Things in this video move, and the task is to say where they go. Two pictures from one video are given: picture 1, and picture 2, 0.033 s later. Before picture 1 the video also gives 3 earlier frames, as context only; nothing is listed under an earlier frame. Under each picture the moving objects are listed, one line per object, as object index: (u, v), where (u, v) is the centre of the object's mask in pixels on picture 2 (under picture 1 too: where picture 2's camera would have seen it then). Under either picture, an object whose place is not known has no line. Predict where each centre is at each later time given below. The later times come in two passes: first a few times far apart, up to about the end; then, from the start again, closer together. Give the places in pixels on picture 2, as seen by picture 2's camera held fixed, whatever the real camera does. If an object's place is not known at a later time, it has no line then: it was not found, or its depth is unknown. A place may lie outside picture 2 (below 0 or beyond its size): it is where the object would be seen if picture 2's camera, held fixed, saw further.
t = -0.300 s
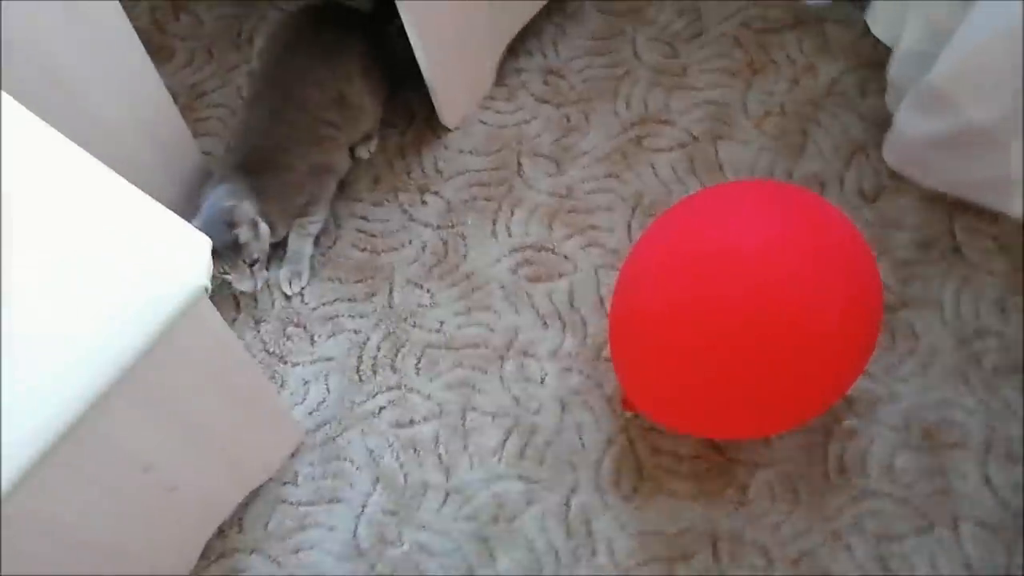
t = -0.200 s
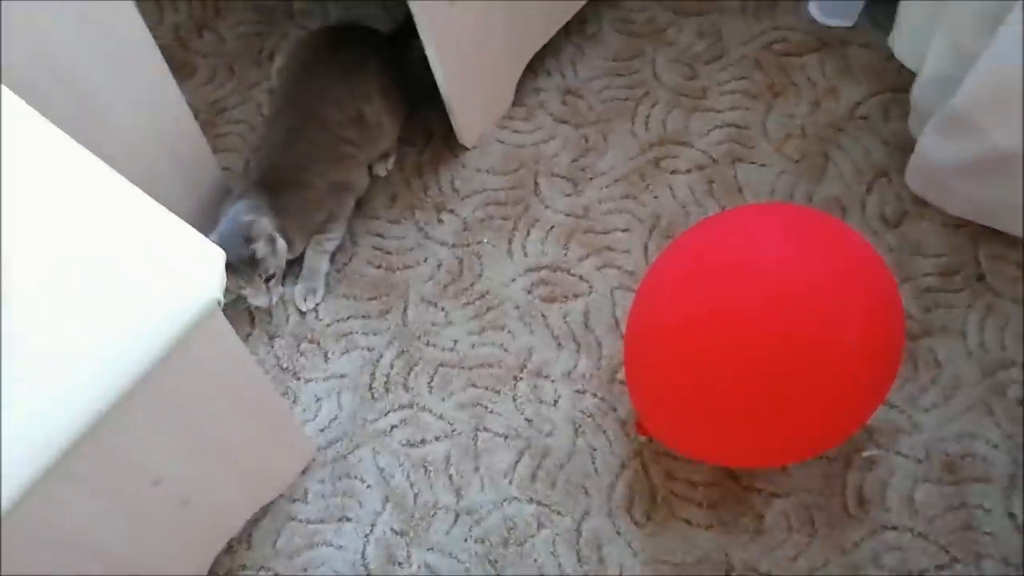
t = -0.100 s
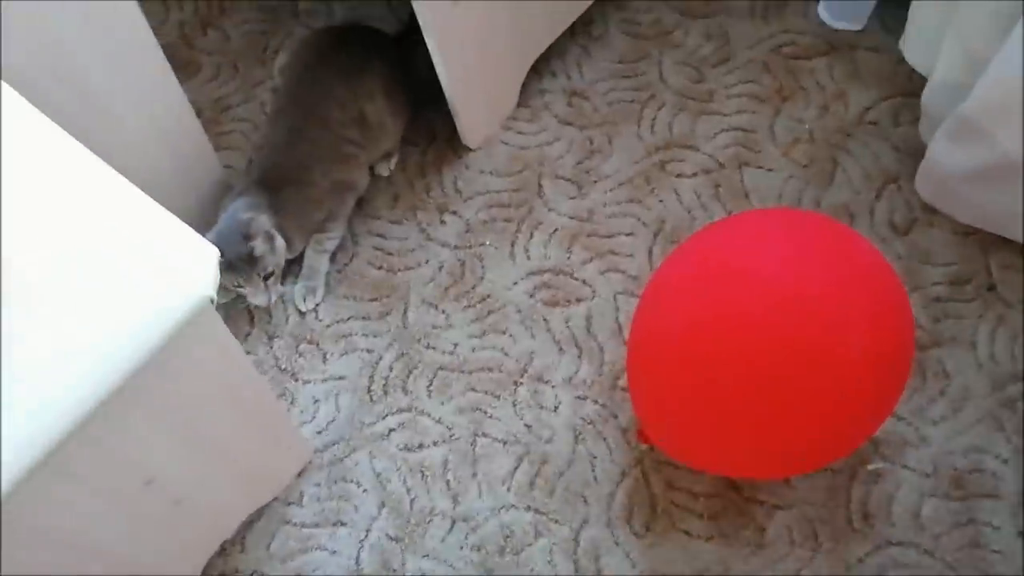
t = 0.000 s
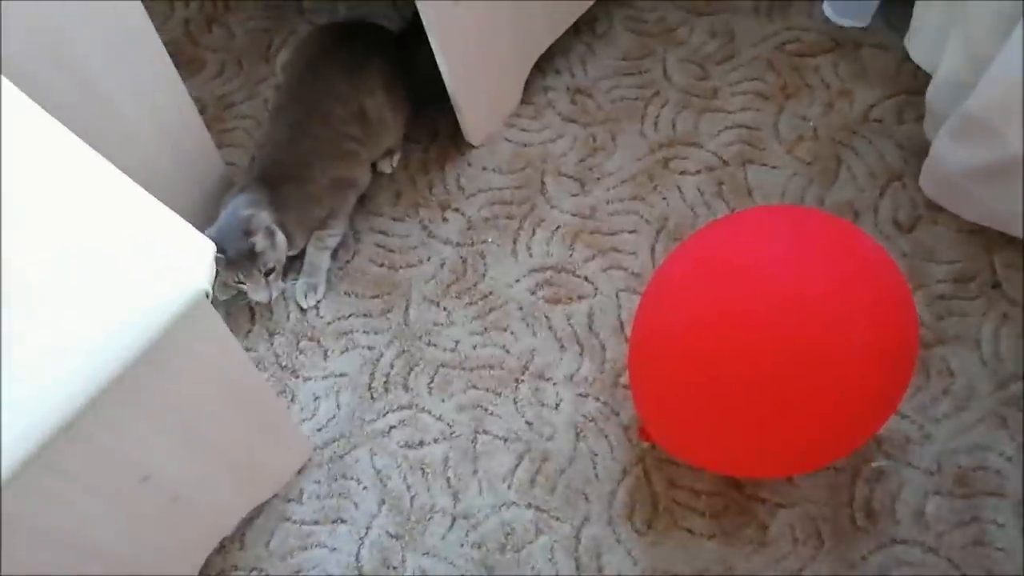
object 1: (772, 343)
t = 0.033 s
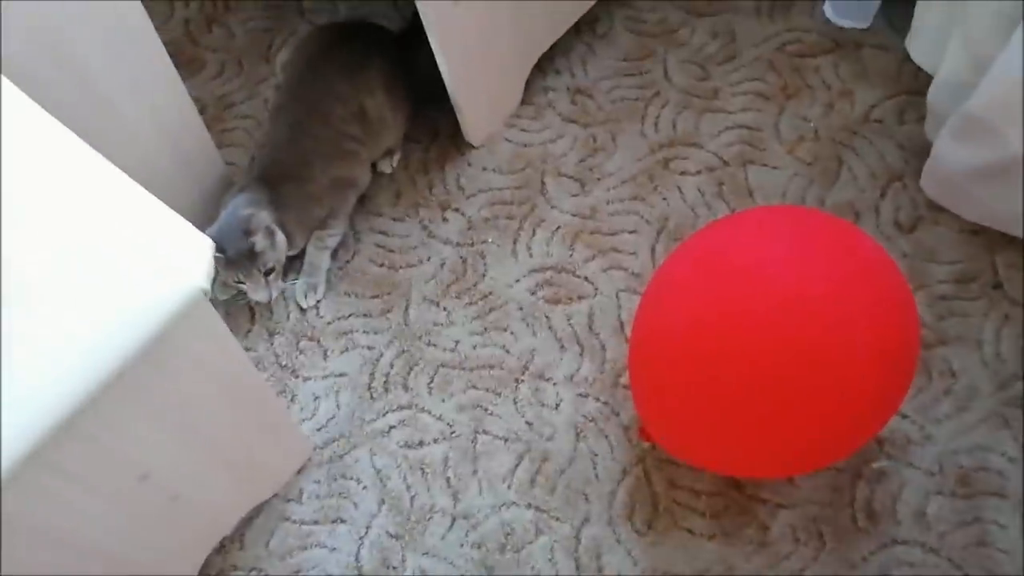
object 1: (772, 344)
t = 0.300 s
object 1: (775, 349)
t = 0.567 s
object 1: (781, 358)
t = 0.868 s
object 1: (789, 367)
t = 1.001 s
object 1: (791, 369)
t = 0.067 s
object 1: (772, 345)
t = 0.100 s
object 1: (773, 346)
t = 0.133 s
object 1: (773, 347)
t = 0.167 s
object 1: (774, 347)
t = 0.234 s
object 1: (774, 346)
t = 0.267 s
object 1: (775, 347)
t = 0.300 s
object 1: (775, 349)
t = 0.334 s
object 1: (776, 350)
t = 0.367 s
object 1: (777, 351)
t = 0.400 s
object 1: (778, 351)
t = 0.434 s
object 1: (778, 353)
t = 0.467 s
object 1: (780, 356)
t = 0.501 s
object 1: (780, 357)
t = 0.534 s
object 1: (781, 357)
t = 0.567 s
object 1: (781, 358)
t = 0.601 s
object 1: (783, 359)
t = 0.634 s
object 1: (783, 360)
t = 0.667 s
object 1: (784, 361)
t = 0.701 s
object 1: (785, 362)
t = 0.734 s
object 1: (786, 364)
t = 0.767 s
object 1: (788, 365)
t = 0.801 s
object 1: (787, 365)
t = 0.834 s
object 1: (788, 366)
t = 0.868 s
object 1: (789, 367)
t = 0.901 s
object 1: (790, 367)
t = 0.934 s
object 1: (790, 368)
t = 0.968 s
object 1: (790, 368)
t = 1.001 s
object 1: (791, 369)
